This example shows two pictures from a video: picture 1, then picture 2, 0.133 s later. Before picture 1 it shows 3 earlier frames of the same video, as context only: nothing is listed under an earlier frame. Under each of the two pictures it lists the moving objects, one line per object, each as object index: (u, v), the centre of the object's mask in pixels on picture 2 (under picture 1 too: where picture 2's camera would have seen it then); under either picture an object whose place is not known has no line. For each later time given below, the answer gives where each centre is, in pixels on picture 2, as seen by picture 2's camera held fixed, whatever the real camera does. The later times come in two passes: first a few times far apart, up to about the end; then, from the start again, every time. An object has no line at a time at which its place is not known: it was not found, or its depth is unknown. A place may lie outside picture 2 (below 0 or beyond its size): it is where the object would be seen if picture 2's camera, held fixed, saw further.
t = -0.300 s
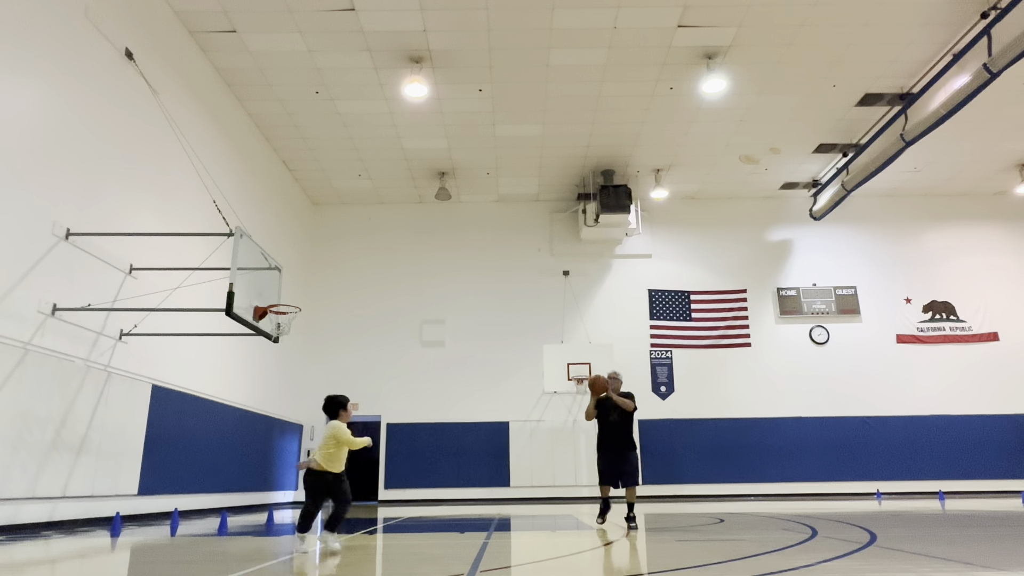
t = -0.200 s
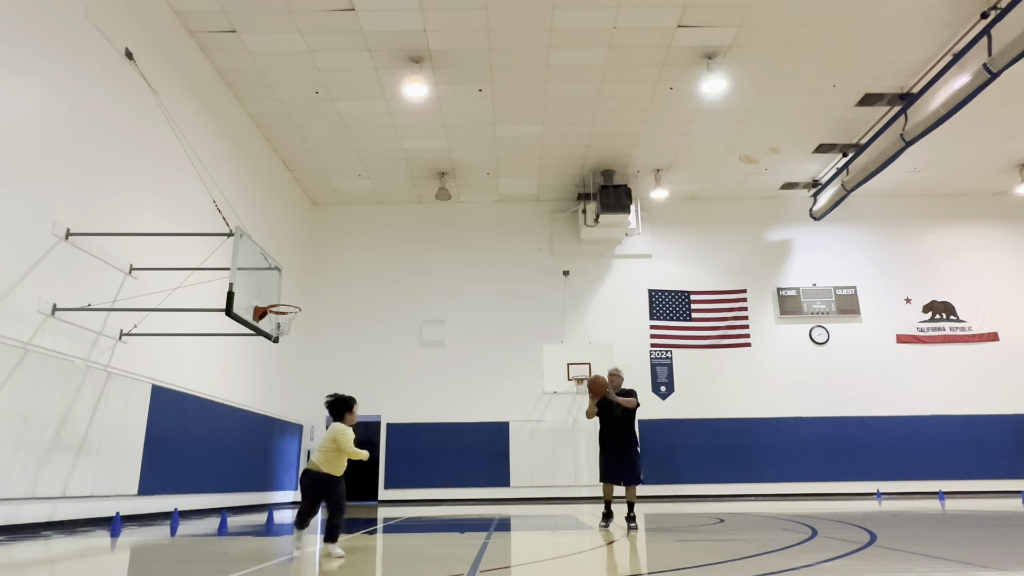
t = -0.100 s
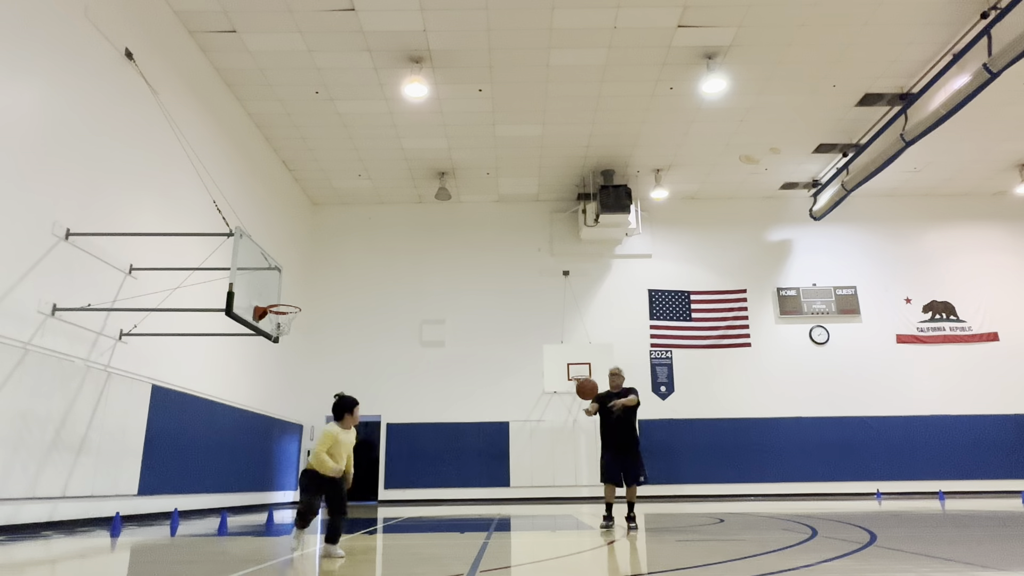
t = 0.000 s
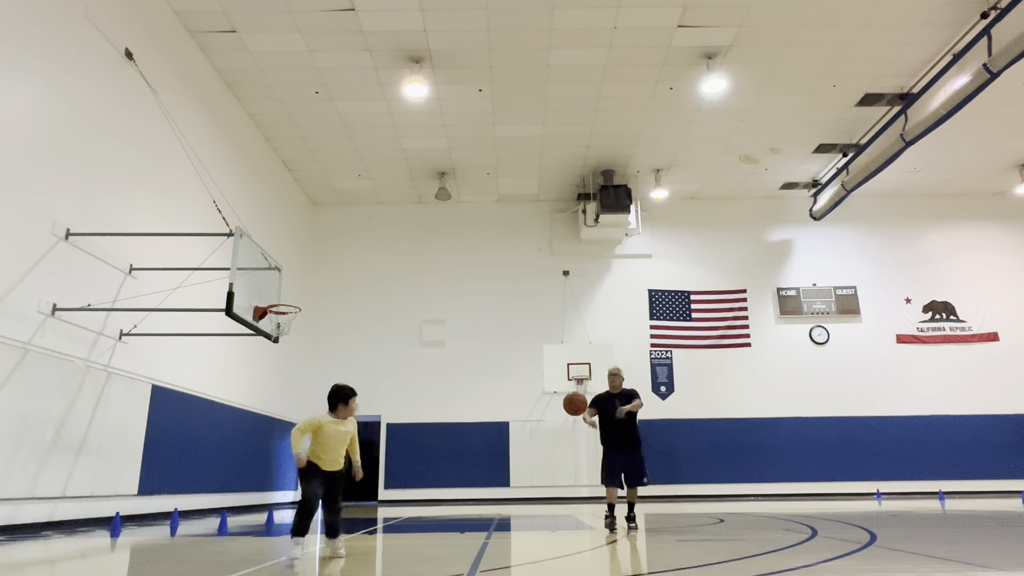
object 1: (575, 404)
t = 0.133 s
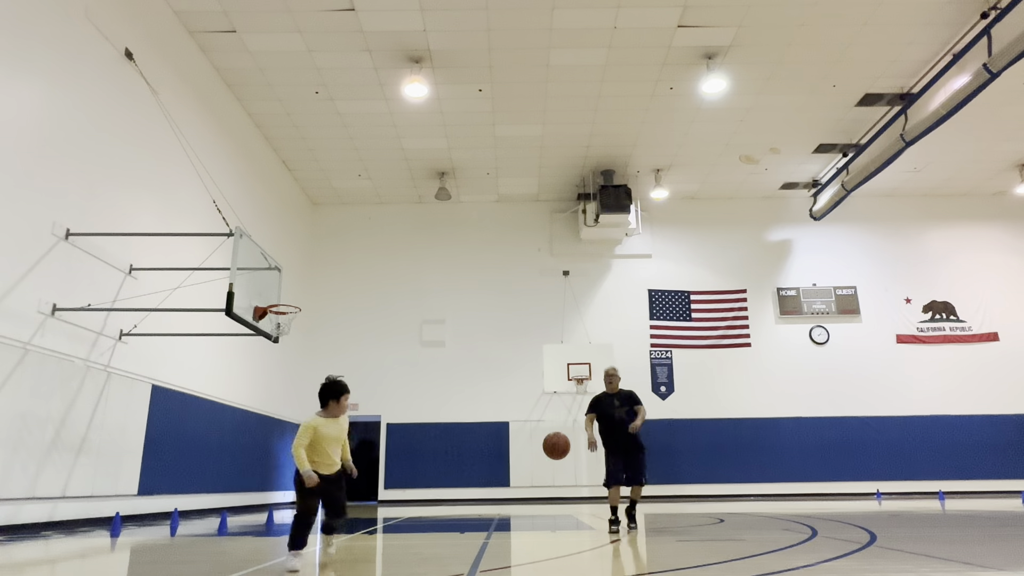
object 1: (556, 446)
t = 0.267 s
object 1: (532, 523)
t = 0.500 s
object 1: (503, 446)
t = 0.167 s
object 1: (551, 461)
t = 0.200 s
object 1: (545, 479)
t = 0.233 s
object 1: (539, 499)
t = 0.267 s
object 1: (532, 523)
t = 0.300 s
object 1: (526, 543)
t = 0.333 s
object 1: (522, 523)
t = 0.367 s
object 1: (519, 505)
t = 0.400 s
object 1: (515, 488)
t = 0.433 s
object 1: (511, 473)
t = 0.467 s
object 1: (507, 459)
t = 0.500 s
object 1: (503, 446)
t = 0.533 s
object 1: (500, 435)
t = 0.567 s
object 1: (496, 425)
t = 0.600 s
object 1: (491, 416)
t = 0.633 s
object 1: (487, 410)
